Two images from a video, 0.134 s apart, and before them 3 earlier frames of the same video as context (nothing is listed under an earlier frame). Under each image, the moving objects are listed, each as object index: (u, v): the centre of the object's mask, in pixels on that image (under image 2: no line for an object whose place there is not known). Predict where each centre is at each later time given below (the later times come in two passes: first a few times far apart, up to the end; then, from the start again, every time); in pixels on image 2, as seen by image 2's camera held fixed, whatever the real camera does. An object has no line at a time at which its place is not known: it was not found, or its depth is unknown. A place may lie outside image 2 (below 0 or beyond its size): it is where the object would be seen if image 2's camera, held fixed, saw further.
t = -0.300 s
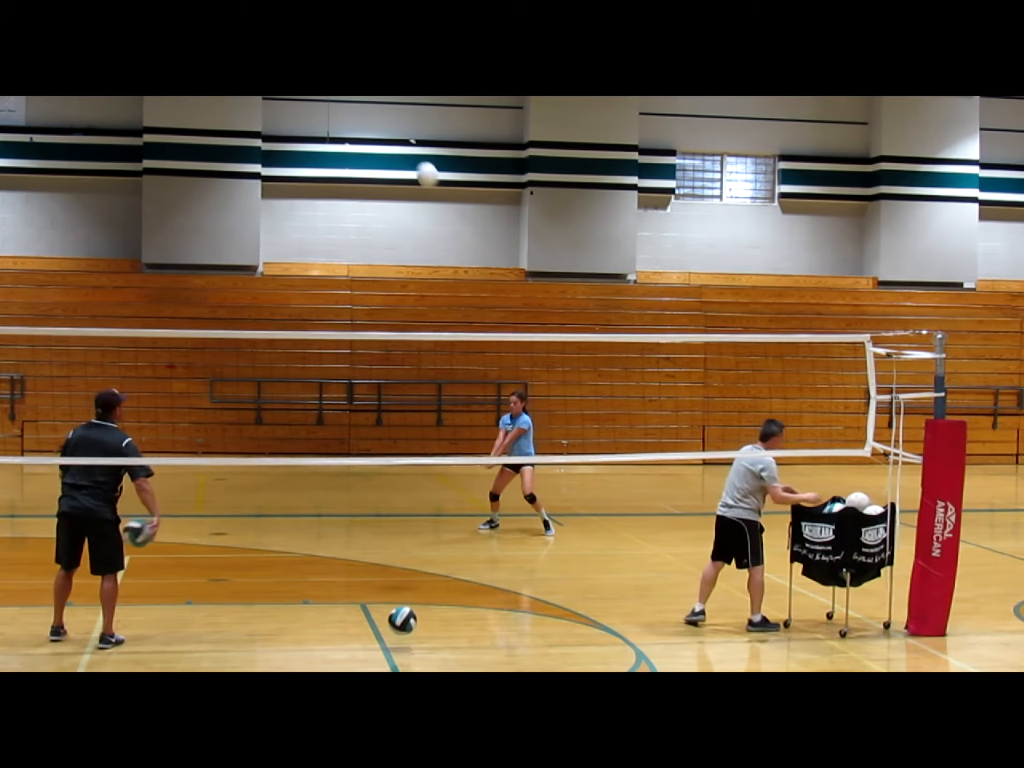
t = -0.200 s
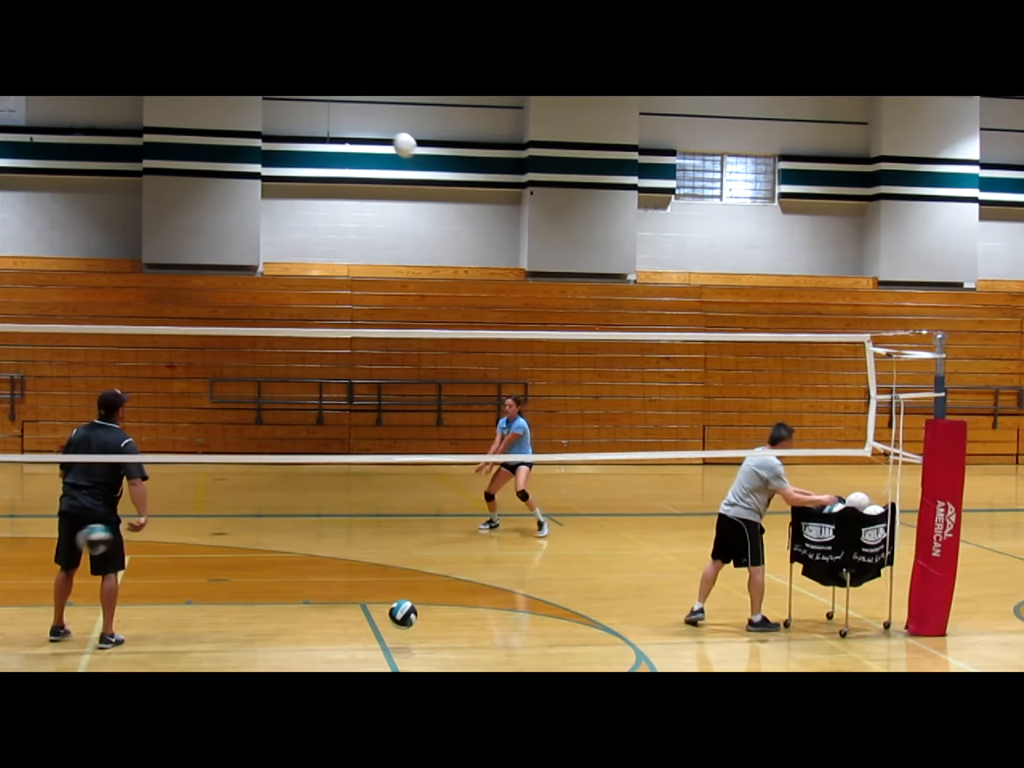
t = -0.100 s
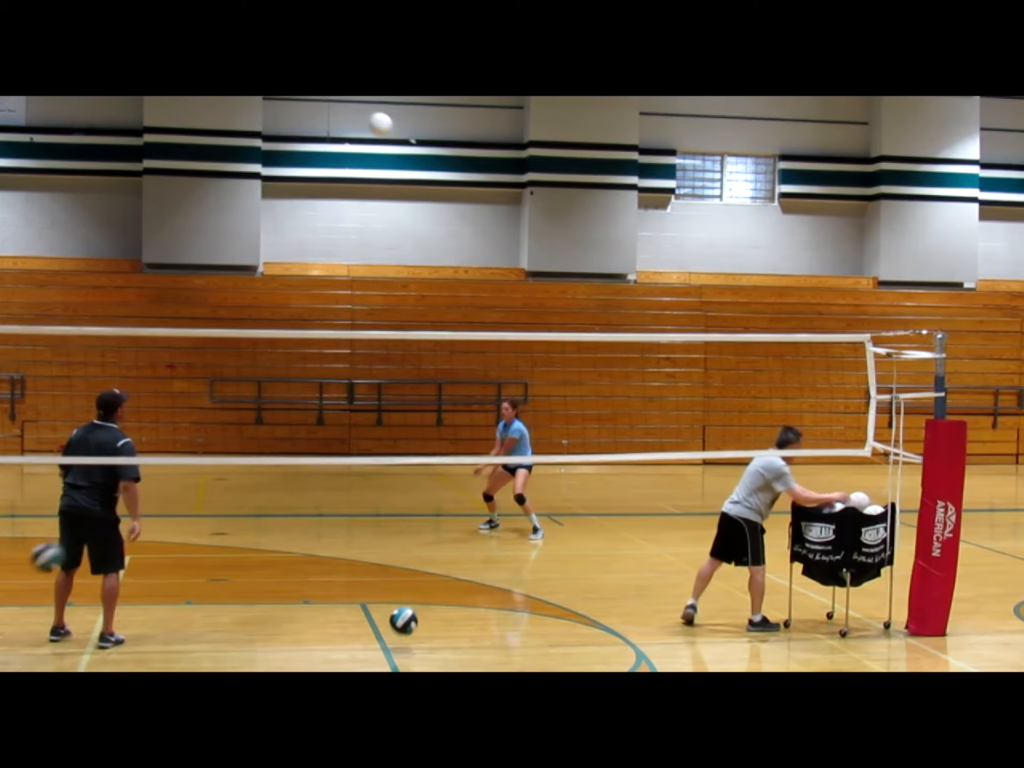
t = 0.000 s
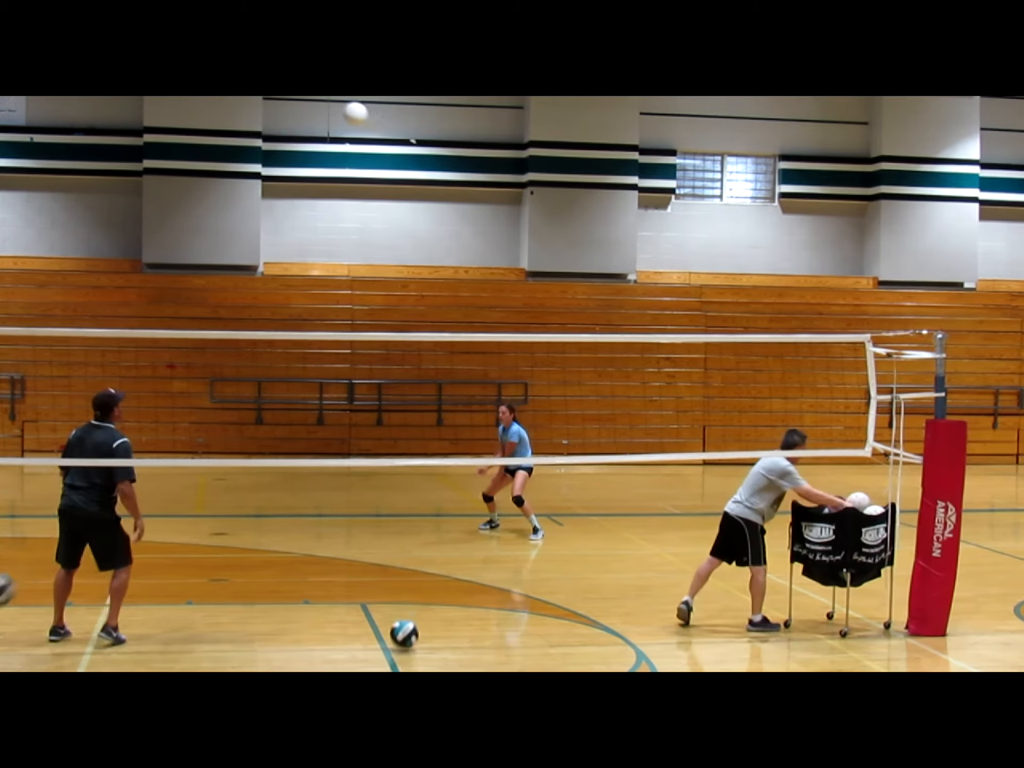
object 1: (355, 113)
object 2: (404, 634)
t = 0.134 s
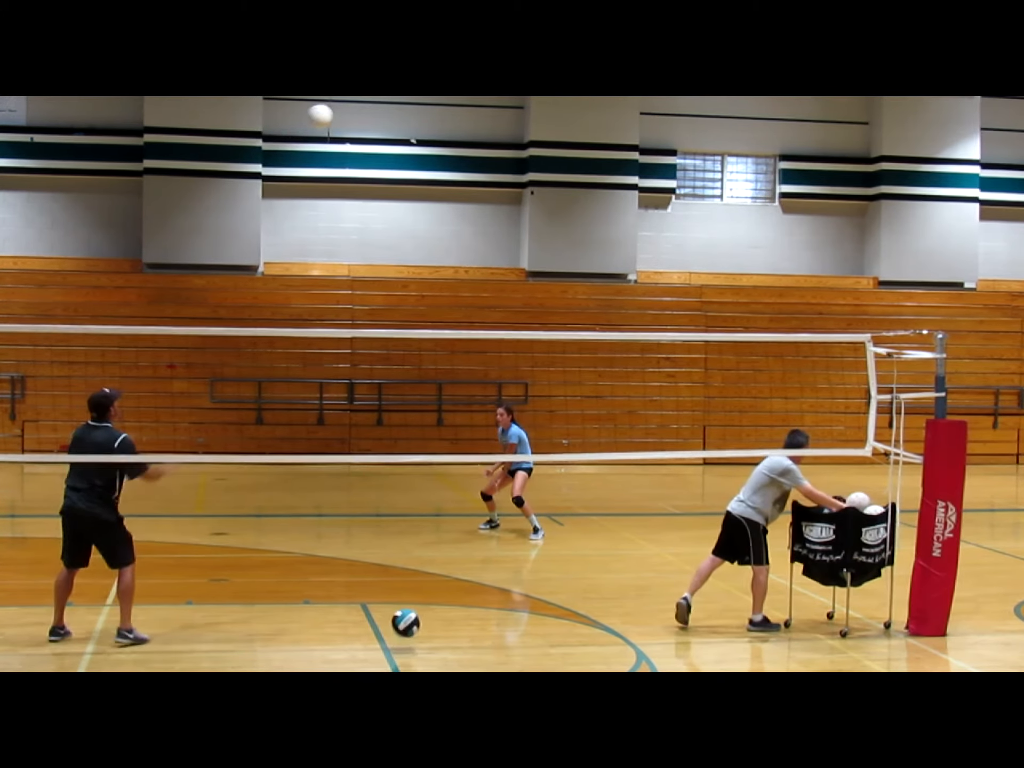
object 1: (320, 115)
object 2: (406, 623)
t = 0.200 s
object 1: (300, 126)
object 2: (406, 626)
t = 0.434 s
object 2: (408, 629)
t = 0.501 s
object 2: (408, 635)
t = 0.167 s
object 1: (311, 119)
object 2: (406, 623)
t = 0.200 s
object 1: (300, 126)
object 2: (406, 626)
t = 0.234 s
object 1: (290, 132)
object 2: (406, 629)
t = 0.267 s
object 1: (280, 141)
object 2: (407, 634)
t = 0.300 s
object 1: (271, 150)
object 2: (407, 635)
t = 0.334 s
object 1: (260, 161)
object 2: (407, 631)
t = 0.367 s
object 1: (250, 171)
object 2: (407, 629)
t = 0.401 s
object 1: (241, 183)
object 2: (408, 628)
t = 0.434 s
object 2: (408, 629)
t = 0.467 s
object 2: (408, 631)
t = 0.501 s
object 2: (408, 635)
